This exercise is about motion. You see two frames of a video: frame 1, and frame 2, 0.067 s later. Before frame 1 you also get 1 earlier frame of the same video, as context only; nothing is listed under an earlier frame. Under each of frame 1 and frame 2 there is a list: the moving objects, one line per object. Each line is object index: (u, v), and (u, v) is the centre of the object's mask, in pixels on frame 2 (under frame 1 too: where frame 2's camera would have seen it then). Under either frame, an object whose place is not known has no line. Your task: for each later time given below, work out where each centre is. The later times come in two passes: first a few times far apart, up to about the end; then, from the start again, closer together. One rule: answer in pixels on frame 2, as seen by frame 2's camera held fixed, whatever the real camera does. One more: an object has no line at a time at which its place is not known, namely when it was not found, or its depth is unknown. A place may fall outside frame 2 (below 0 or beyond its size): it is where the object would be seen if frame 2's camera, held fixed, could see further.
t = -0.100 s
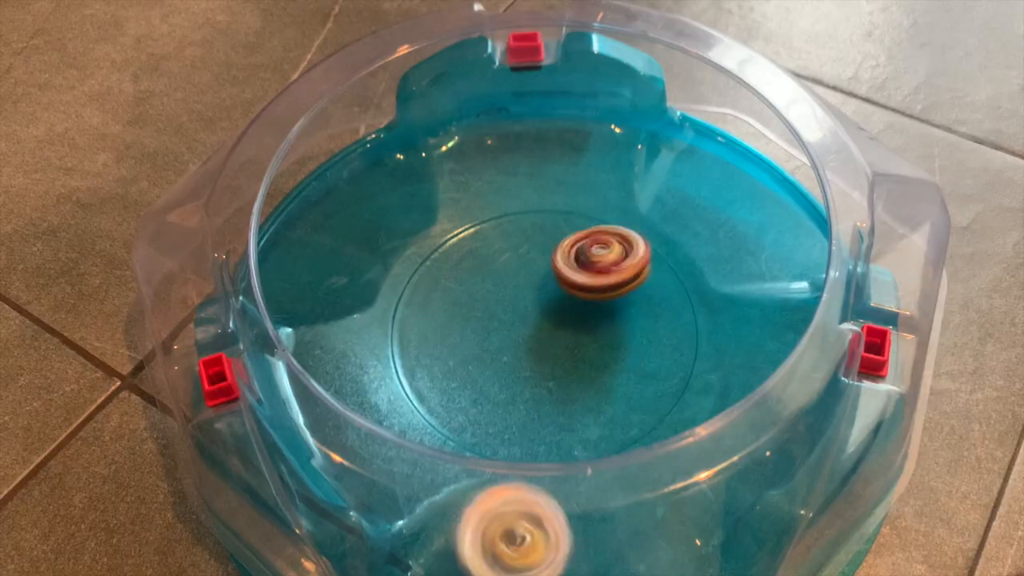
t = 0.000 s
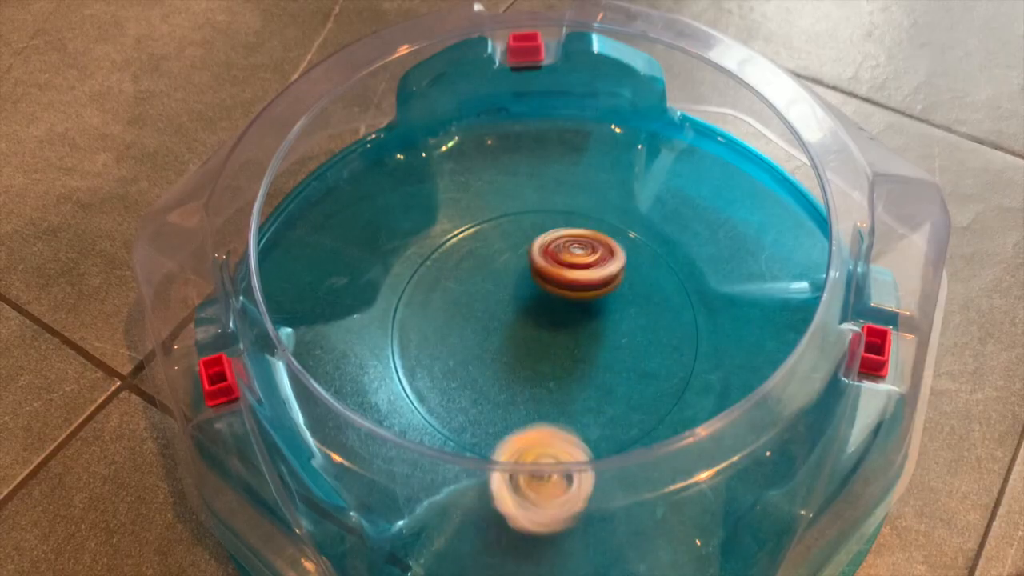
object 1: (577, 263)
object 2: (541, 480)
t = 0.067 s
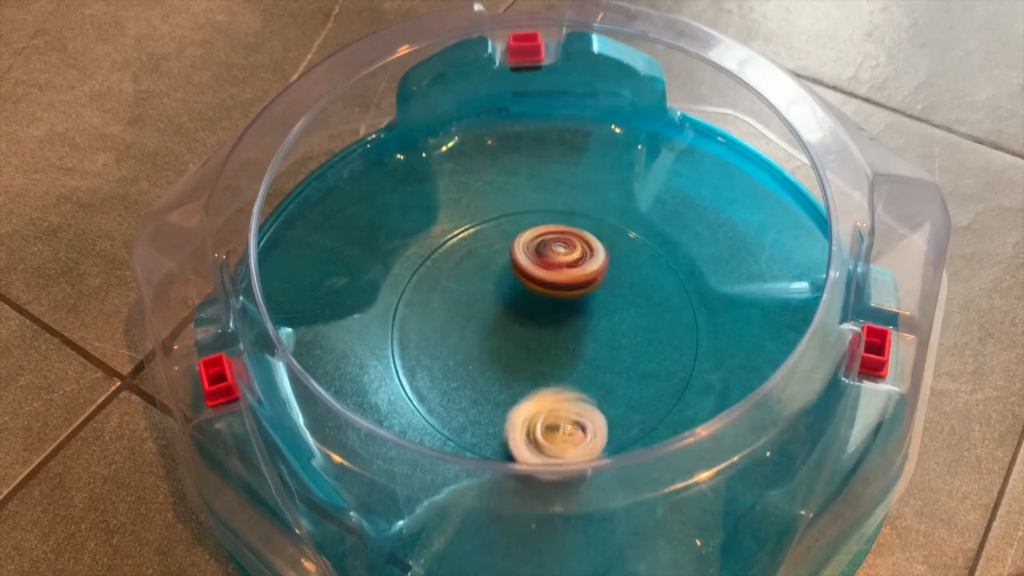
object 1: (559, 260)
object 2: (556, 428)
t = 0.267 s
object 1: (510, 241)
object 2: (567, 299)
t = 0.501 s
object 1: (466, 229)
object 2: (527, 344)
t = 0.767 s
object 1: (470, 259)
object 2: (527, 344)
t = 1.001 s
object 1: (470, 301)
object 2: (534, 349)
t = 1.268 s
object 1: (456, 321)
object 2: (539, 351)
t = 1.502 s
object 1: (454, 313)
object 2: (567, 372)
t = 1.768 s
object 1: (459, 315)
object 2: (567, 372)
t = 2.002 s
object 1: (462, 307)
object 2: (567, 372)
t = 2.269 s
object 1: (463, 310)
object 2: (567, 372)
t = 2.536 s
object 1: (463, 312)
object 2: (567, 372)
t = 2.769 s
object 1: (463, 312)
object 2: (567, 372)
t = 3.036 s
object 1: (463, 312)
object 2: (567, 372)
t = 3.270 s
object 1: (463, 312)
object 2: (567, 372)
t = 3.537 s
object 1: (463, 312)
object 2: (567, 372)
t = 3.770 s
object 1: (463, 312)
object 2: (567, 372)
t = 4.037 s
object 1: (463, 312)
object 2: (567, 372)
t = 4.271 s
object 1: (463, 312)
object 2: (567, 372)
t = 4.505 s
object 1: (463, 312)
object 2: (567, 372)
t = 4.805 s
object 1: (463, 312)
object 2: (567, 372)
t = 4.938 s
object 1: (463, 312)
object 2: (567, 372)
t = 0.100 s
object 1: (551, 259)
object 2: (560, 409)
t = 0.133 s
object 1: (542, 256)
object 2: (565, 384)
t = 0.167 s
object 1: (534, 254)
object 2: (569, 359)
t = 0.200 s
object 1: (526, 251)
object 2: (572, 334)
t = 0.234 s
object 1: (517, 247)
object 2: (575, 312)
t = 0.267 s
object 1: (510, 241)
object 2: (567, 299)
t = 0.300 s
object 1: (502, 236)
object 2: (557, 309)
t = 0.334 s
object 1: (493, 233)
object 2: (547, 321)
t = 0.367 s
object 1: (485, 231)
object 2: (537, 331)
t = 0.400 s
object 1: (479, 229)
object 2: (531, 338)
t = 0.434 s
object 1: (476, 229)
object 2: (527, 343)
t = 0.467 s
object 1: (473, 229)
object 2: (527, 344)
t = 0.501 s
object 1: (466, 229)
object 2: (527, 344)
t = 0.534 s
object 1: (464, 229)
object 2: (527, 344)
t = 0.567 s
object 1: (464, 231)
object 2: (527, 344)
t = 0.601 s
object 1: (463, 235)
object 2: (527, 344)
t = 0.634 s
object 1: (463, 238)
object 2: (527, 344)
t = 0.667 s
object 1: (464, 242)
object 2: (527, 344)
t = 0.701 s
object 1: (465, 246)
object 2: (527, 344)
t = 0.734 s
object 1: (468, 251)
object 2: (527, 344)
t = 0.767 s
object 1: (470, 259)
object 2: (527, 344)
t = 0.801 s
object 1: (470, 269)
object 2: (527, 344)
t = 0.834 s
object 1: (469, 274)
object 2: (527, 344)
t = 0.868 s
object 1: (470, 281)
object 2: (528, 344)
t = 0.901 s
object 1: (472, 287)
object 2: (529, 345)
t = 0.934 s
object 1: (473, 292)
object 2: (531, 347)
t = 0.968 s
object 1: (473, 297)
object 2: (532, 348)
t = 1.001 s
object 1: (470, 301)
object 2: (534, 349)
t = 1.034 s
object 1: (468, 305)
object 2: (535, 349)
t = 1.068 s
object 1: (469, 308)
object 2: (536, 350)
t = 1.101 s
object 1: (467, 313)
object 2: (537, 350)
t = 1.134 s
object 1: (464, 317)
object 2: (537, 350)
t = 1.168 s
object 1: (461, 319)
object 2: (536, 350)
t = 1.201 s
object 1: (461, 319)
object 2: (537, 350)
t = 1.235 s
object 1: (459, 321)
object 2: (538, 350)
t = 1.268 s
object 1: (456, 321)
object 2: (539, 351)
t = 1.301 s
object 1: (453, 319)
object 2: (540, 353)
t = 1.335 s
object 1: (452, 315)
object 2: (548, 358)
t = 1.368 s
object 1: (450, 312)
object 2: (558, 365)
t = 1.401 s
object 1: (448, 311)
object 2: (565, 370)
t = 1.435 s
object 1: (450, 311)
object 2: (567, 372)
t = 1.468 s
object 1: (452, 311)
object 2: (567, 371)
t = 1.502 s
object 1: (454, 313)
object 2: (567, 372)
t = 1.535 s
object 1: (456, 315)
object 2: (567, 372)
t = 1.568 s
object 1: (457, 316)
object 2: (567, 372)
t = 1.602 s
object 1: (457, 316)
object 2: (567, 372)
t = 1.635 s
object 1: (457, 317)
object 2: (567, 372)
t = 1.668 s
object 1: (457, 317)
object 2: (567, 372)
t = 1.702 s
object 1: (457, 317)
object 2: (567, 372)
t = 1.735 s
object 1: (458, 316)
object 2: (567, 372)
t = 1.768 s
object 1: (459, 315)
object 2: (567, 372)
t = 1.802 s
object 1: (460, 313)
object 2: (567, 372)
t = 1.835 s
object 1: (462, 309)
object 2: (567, 372)
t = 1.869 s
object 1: (461, 307)
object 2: (567, 372)
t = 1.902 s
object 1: (461, 305)
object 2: (567, 372)
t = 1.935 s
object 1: (461, 305)
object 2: (567, 372)
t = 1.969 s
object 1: (461, 306)
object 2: (567, 372)
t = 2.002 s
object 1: (462, 307)
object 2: (567, 372)
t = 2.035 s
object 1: (462, 309)
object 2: (567, 372)
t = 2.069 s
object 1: (462, 311)
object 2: (567, 372)
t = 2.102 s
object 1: (462, 313)
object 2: (567, 371)
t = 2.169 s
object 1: (462, 312)
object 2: (567, 372)
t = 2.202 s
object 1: (463, 310)
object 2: (567, 372)
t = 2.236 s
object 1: (463, 310)
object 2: (567, 372)
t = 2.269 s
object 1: (463, 310)
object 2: (567, 372)
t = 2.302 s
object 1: (463, 311)
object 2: (567, 372)
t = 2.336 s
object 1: (463, 312)
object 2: (567, 372)
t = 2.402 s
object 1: (463, 312)
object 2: (567, 372)
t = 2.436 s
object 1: (463, 312)
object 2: (567, 372)
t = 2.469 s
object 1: (463, 312)
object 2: (567, 372)
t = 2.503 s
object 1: (463, 312)
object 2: (567, 372)
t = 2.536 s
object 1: (463, 312)
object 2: (567, 372)
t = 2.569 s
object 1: (463, 312)
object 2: (567, 372)
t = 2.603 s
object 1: (463, 312)
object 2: (567, 372)
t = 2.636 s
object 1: (463, 312)
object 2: (567, 372)
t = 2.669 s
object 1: (463, 312)
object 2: (567, 372)
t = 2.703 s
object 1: (463, 312)
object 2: (567, 372)
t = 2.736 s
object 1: (463, 312)
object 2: (567, 372)
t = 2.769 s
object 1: (463, 312)
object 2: (567, 372)
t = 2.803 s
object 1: (463, 312)
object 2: (567, 372)
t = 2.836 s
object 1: (463, 312)
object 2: (567, 372)
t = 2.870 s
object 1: (463, 312)
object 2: (567, 372)
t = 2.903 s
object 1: (463, 312)
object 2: (567, 372)
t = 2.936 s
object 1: (463, 312)
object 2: (567, 372)
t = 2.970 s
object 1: (463, 312)
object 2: (567, 372)
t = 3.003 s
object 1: (463, 312)
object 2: (567, 372)
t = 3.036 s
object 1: (463, 312)
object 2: (567, 372)
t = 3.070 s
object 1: (463, 312)
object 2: (567, 372)
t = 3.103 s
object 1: (463, 312)
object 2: (567, 372)
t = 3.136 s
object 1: (463, 312)
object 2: (567, 372)
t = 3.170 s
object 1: (463, 312)
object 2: (567, 372)
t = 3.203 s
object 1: (463, 312)
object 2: (567, 372)
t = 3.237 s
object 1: (463, 312)
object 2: (567, 372)
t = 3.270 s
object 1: (463, 312)
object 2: (567, 372)
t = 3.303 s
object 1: (463, 312)
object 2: (567, 372)
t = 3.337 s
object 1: (463, 312)
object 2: (567, 372)
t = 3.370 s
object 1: (463, 312)
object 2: (567, 372)
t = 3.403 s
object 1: (463, 312)
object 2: (567, 372)
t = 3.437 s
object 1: (463, 312)
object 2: (567, 372)
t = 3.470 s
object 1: (463, 312)
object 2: (567, 372)
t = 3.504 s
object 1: (463, 312)
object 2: (567, 372)
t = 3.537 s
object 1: (463, 312)
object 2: (567, 372)
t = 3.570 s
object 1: (463, 312)
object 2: (567, 372)
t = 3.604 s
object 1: (463, 312)
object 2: (567, 372)
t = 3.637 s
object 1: (463, 312)
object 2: (567, 372)
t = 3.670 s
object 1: (463, 312)
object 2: (567, 372)
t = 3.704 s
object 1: (463, 312)
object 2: (567, 372)
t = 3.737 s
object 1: (463, 312)
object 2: (567, 372)
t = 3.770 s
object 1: (463, 312)
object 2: (567, 372)
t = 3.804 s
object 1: (463, 312)
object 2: (567, 372)
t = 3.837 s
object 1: (463, 312)
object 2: (567, 372)
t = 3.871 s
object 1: (463, 312)
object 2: (567, 372)
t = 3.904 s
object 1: (463, 312)
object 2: (567, 372)
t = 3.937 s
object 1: (463, 312)
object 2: (567, 372)
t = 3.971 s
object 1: (463, 312)
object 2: (567, 372)
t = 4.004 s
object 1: (463, 312)
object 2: (567, 372)
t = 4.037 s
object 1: (463, 312)
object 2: (567, 372)
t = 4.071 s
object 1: (463, 312)
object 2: (567, 372)
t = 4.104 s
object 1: (463, 312)
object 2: (567, 372)
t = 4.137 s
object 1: (463, 312)
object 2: (567, 372)
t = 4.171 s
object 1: (463, 312)
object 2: (567, 372)
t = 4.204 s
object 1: (463, 312)
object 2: (567, 372)
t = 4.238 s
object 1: (463, 312)
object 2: (567, 372)
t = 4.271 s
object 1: (463, 312)
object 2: (567, 372)
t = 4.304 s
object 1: (463, 312)
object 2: (567, 372)
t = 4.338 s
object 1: (463, 312)
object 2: (567, 372)
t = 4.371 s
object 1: (463, 312)
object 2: (567, 372)
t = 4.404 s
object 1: (463, 312)
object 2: (567, 372)
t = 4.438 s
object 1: (463, 312)
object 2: (567, 372)
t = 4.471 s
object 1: (463, 312)
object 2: (567, 372)
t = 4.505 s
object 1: (463, 312)
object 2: (567, 372)
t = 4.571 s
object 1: (463, 312)
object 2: (567, 372)
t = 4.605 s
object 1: (463, 312)
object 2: (567, 372)
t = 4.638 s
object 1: (463, 312)
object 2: (567, 372)
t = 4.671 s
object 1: (463, 312)
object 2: (567, 372)
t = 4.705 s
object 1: (463, 312)
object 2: (567, 372)
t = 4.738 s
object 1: (463, 312)
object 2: (567, 372)
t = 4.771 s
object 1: (463, 312)
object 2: (567, 372)
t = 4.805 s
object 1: (463, 312)
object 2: (567, 372)
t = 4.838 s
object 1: (463, 312)
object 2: (567, 372)
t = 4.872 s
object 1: (463, 312)
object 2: (567, 372)
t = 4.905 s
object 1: (463, 312)
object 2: (567, 372)
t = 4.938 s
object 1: (463, 312)
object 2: (567, 372)
